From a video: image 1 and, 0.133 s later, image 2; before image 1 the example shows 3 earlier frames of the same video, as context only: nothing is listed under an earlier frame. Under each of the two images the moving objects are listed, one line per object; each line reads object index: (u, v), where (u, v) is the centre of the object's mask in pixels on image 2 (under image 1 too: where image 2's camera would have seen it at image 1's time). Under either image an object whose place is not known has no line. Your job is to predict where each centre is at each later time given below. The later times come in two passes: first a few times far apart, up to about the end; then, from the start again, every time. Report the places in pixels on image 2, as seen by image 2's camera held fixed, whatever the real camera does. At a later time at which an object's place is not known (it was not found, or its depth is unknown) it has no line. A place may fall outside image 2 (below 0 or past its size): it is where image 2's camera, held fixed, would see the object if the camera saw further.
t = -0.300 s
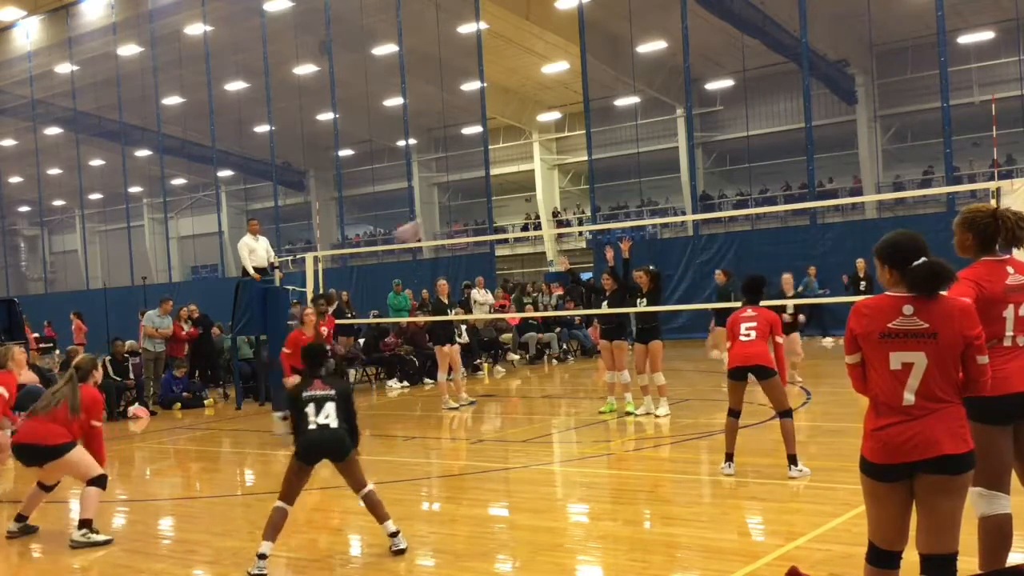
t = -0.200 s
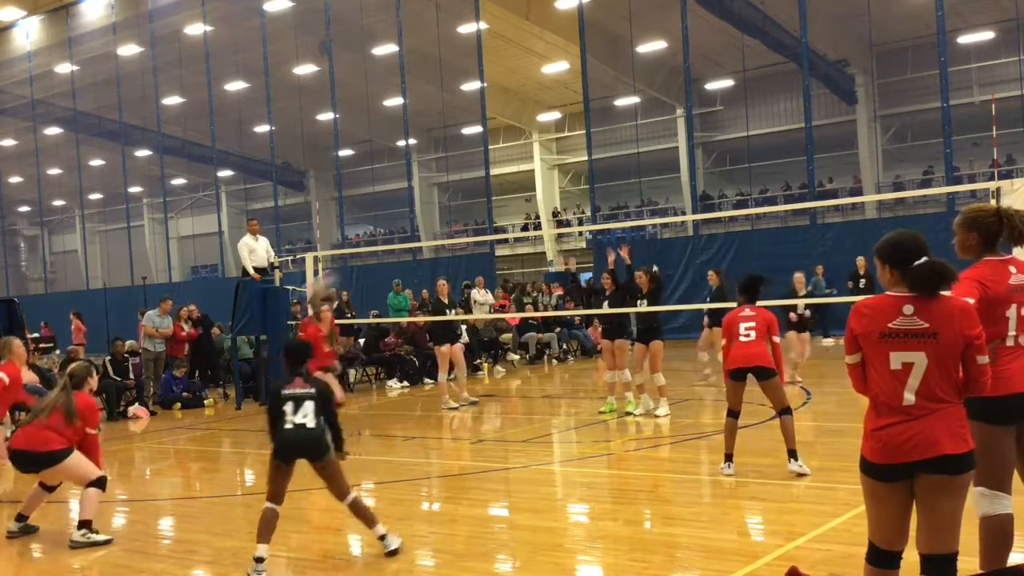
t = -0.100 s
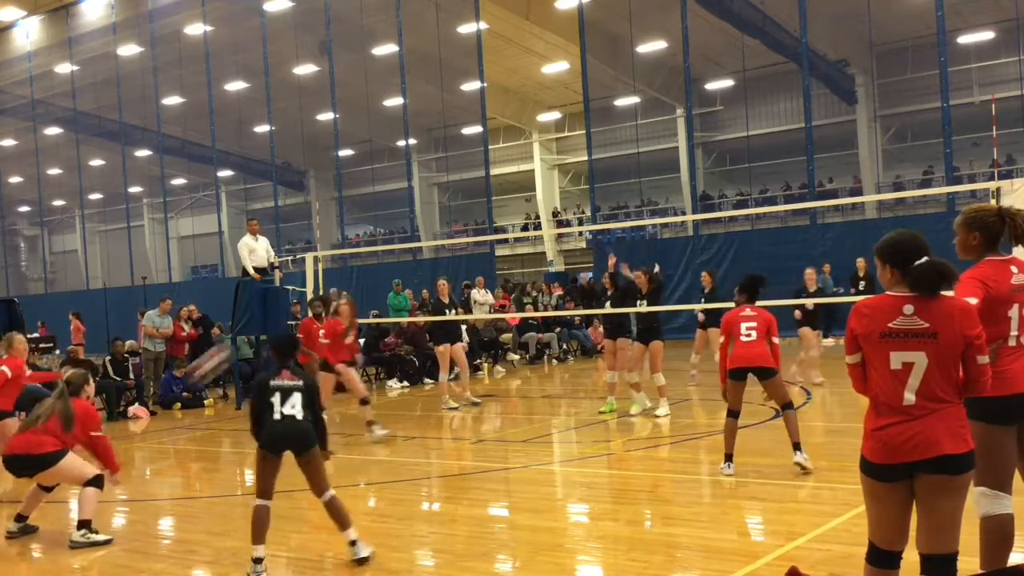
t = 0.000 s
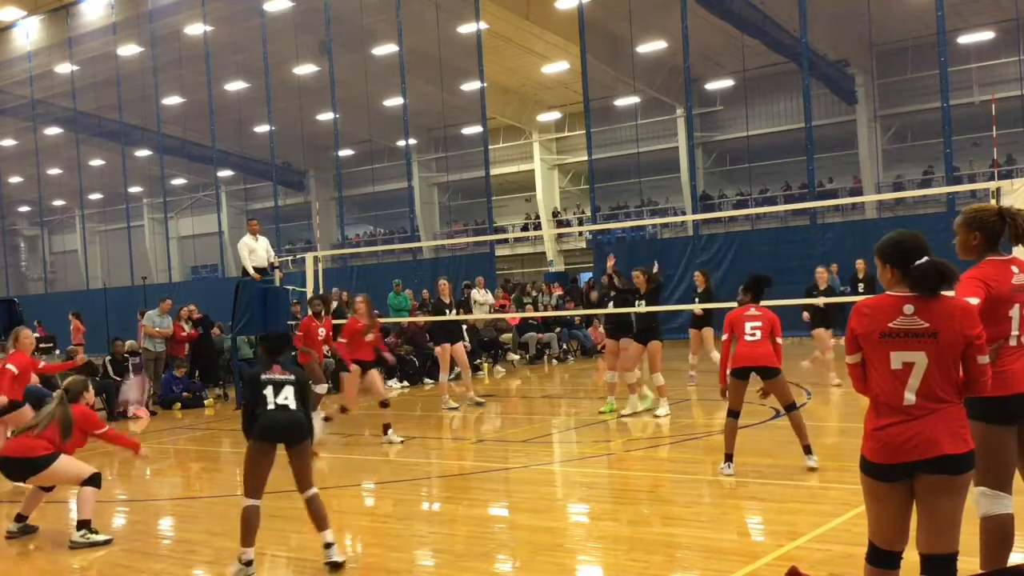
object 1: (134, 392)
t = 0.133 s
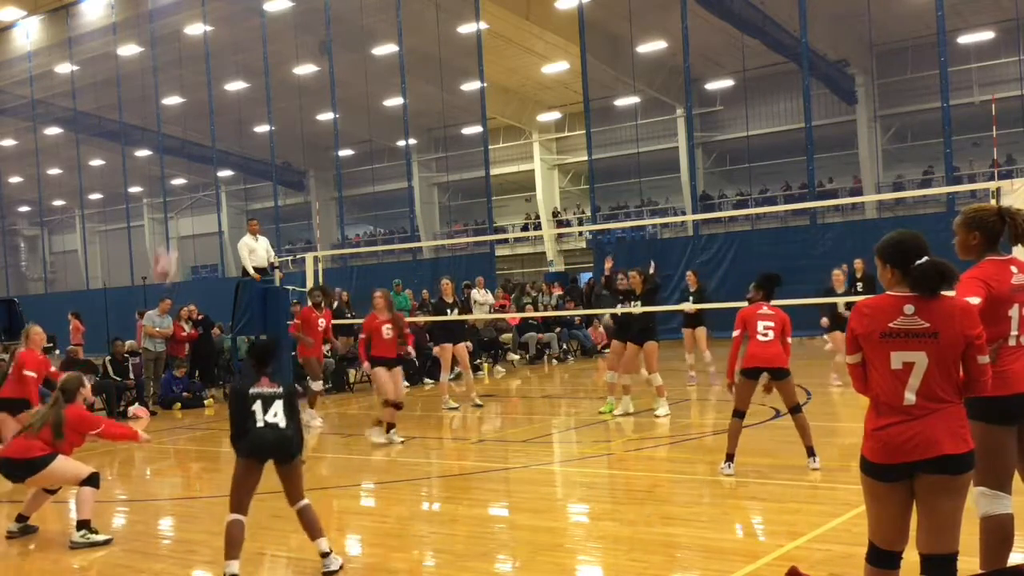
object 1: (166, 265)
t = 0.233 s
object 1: (188, 190)
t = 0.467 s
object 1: (237, 68)
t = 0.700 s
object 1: (282, 19)
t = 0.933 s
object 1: (325, 26)
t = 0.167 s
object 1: (170, 239)
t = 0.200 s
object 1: (180, 214)
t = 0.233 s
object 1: (188, 190)
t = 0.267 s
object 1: (195, 168)
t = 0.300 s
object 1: (203, 148)
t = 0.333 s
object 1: (209, 129)
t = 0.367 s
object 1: (217, 112)
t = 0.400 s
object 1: (222, 99)
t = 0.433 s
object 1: (231, 84)
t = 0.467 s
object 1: (237, 68)
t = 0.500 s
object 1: (243, 60)
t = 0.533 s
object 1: (249, 48)
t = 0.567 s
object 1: (258, 39)
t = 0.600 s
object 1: (263, 32)
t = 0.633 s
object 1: (269, 29)
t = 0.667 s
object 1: (276, 22)
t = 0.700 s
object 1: (282, 19)
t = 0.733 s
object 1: (289, 18)
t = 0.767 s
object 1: (295, 17)
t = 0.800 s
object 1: (302, 14)
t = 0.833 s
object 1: (307, 16)
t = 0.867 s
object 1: (314, 17)
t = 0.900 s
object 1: (319, 22)
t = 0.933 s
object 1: (325, 26)
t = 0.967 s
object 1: (332, 31)
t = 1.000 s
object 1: (337, 38)
